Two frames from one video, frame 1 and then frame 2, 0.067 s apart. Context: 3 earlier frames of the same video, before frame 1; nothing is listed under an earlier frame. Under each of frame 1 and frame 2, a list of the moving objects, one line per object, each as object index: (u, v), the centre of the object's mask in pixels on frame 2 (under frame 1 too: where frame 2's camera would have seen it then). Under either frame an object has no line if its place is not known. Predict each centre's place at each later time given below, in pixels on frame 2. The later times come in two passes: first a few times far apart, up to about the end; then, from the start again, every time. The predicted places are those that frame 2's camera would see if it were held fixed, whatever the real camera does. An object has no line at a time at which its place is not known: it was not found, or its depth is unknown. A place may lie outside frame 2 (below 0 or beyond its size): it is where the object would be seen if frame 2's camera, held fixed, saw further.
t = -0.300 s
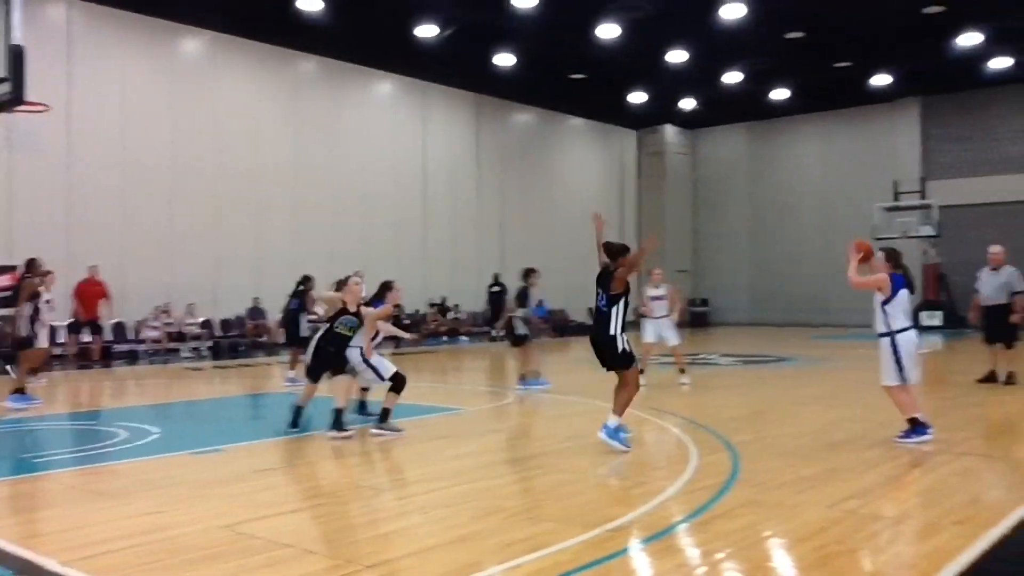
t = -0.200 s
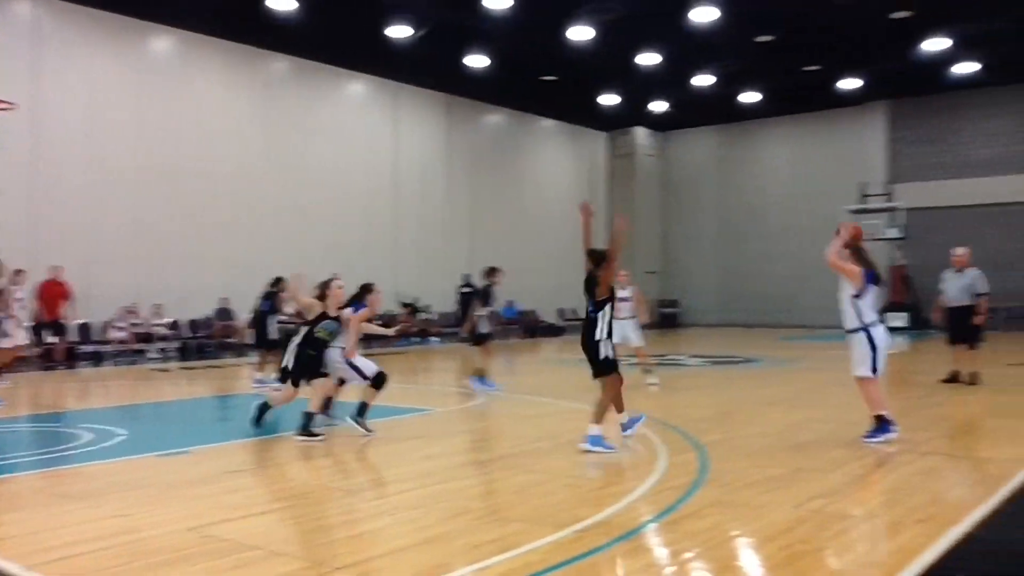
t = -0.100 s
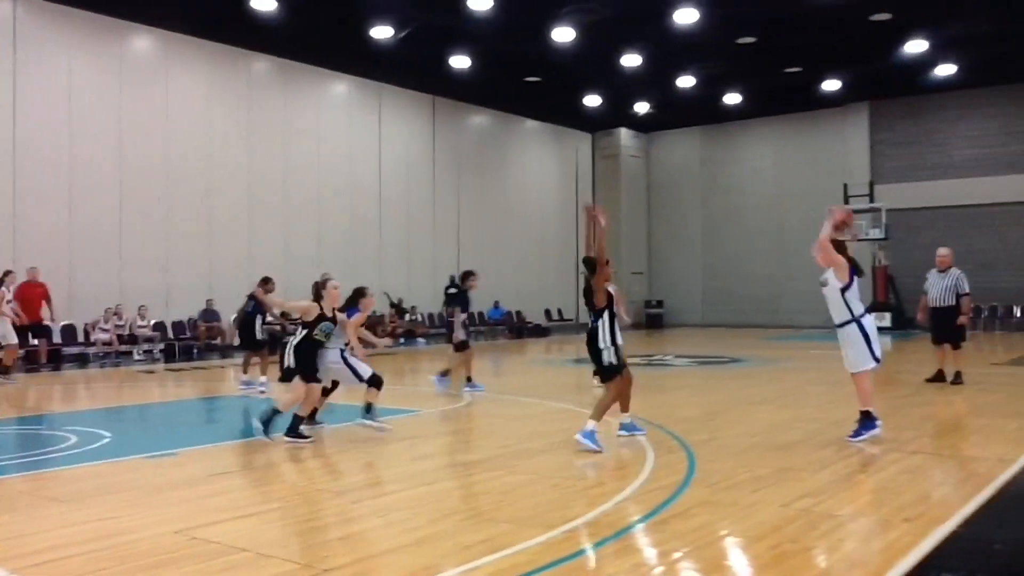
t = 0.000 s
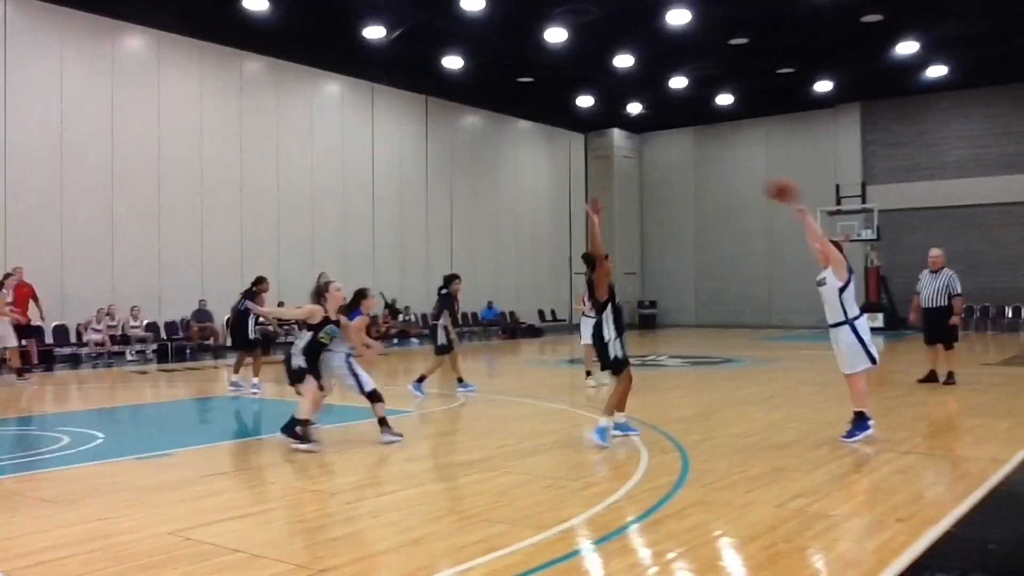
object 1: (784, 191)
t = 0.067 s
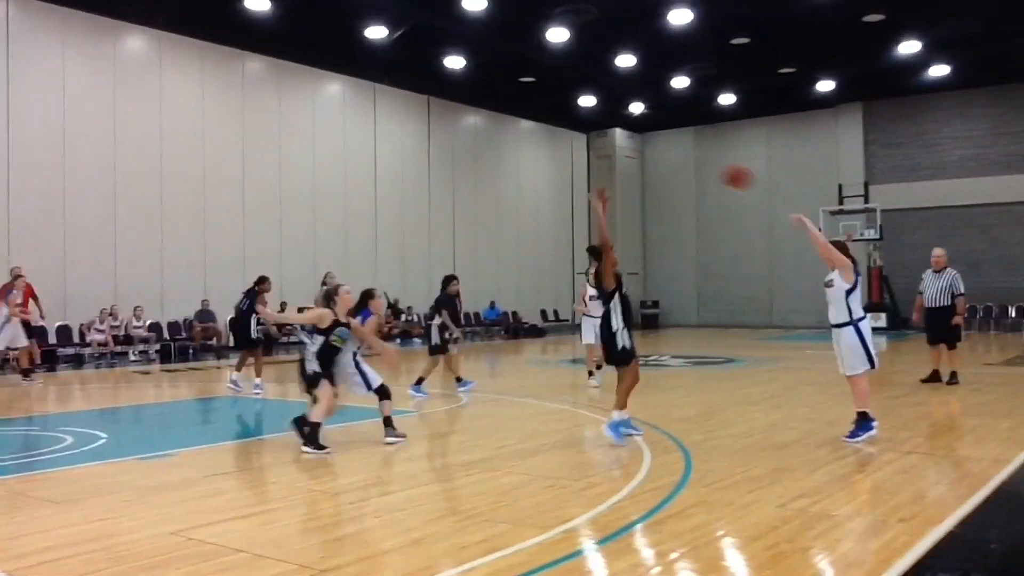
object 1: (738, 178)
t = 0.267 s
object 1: (601, 165)
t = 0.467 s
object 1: (471, 194)
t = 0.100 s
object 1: (713, 173)
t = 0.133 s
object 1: (691, 168)
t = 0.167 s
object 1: (668, 166)
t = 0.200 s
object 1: (646, 164)
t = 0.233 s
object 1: (622, 165)
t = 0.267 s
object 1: (601, 165)
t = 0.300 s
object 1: (579, 167)
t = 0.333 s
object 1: (557, 170)
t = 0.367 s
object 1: (534, 175)
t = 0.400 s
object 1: (513, 180)
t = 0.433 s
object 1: (492, 186)
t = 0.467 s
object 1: (471, 194)
